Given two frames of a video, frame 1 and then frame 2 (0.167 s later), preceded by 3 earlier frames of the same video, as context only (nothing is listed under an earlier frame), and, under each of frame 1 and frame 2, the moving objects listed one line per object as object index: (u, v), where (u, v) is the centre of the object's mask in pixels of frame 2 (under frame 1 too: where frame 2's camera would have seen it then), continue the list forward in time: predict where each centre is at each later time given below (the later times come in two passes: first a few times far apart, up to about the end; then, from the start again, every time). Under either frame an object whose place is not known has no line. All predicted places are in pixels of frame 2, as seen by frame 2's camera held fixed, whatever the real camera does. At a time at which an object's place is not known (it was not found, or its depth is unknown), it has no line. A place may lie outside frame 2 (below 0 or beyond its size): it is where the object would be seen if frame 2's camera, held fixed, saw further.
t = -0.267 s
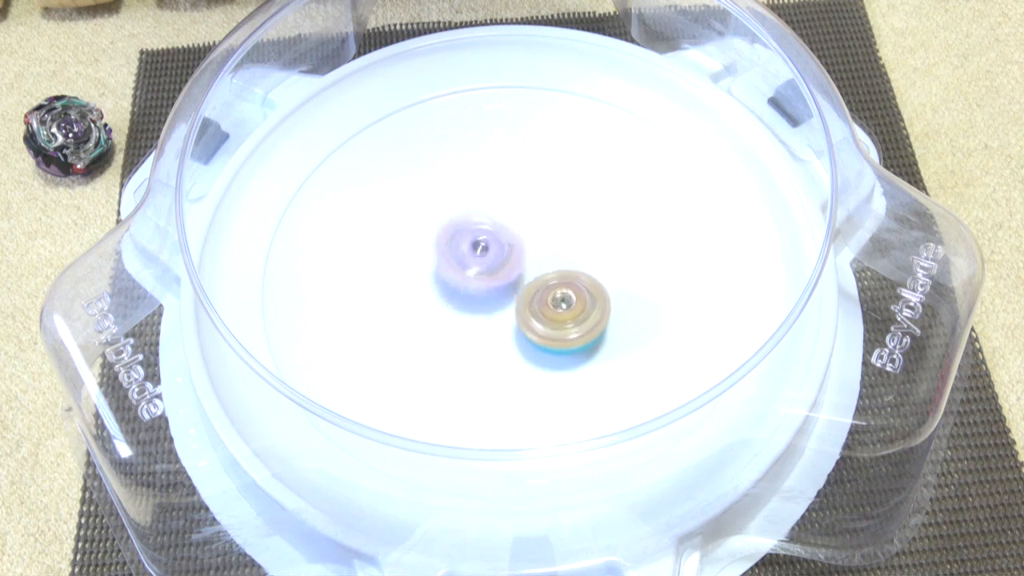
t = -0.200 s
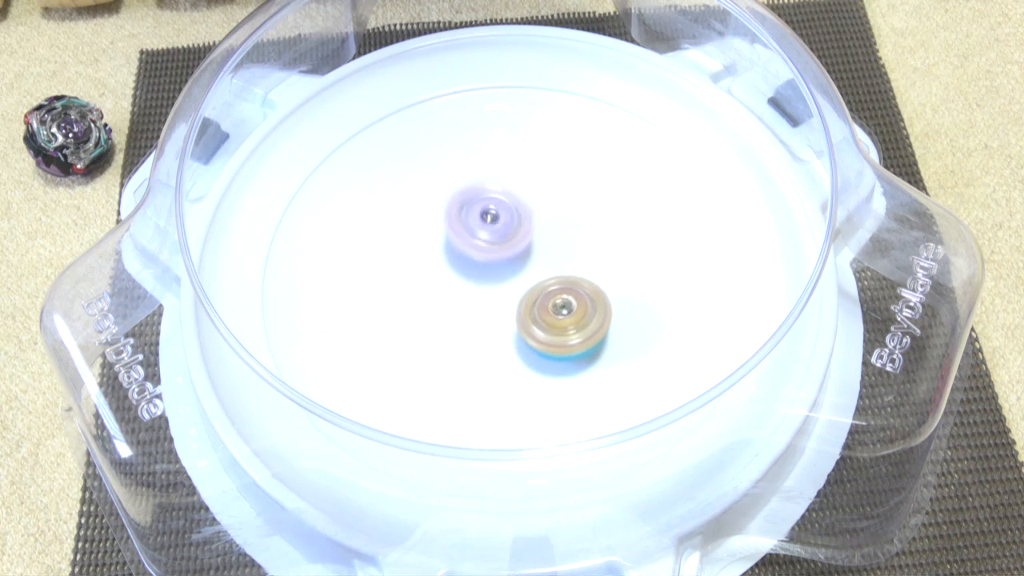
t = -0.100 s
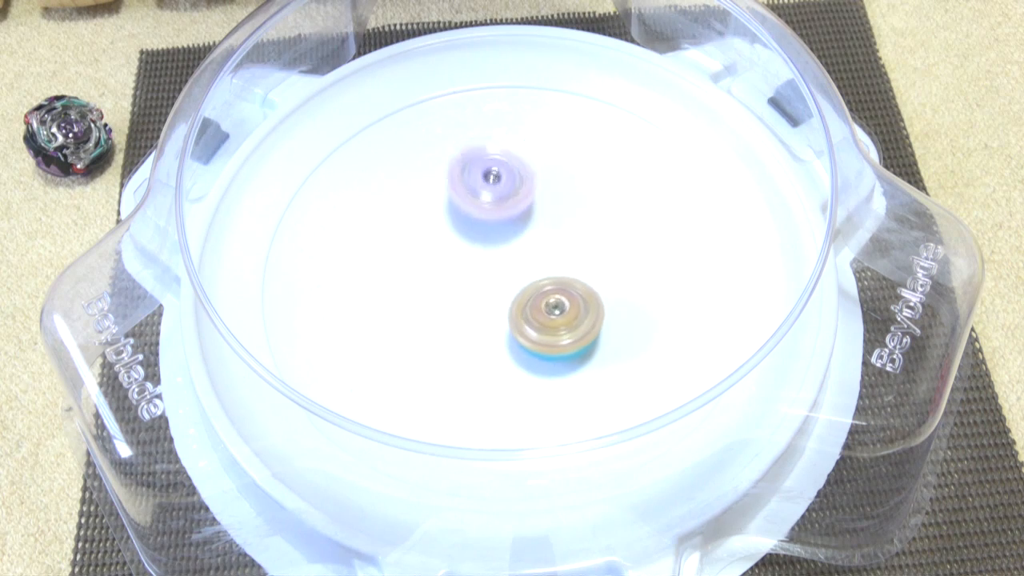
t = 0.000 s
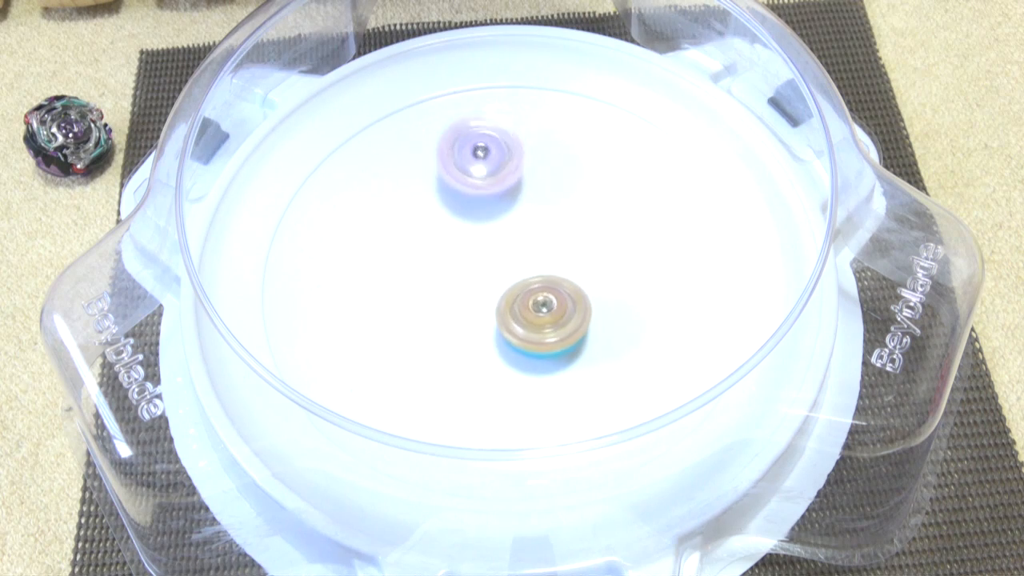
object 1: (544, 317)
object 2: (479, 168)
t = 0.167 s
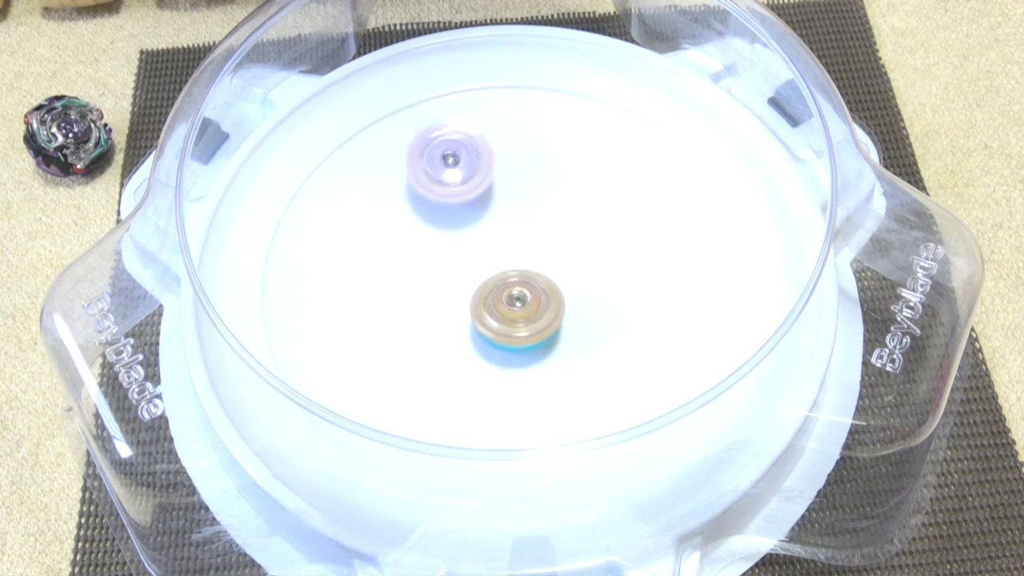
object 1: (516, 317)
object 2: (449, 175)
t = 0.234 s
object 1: (505, 313)
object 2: (449, 197)
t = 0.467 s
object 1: (463, 388)
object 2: (520, 162)
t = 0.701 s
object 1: (486, 394)
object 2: (542, 132)
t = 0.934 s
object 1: (502, 346)
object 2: (553, 205)
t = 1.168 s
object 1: (486, 294)
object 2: (616, 280)
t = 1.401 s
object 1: (478, 249)
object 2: (652, 304)
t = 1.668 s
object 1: (480, 217)
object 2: (571, 316)
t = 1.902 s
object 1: (496, 208)
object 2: (469, 328)
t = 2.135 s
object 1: (520, 221)
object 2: (410, 340)
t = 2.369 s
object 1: (543, 250)
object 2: (439, 310)
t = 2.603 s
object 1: (594, 285)
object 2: (404, 240)
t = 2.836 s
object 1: (595, 307)
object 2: (376, 226)
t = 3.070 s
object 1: (561, 315)
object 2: (437, 257)
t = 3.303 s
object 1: (533, 345)
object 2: (509, 214)
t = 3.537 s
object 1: (503, 335)
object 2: (538, 182)
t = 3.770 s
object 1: (475, 305)
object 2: (549, 221)
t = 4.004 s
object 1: (460, 269)
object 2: (576, 287)
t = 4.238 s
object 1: (469, 234)
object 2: (606, 330)
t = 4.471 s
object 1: (500, 219)
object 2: (568, 321)
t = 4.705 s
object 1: (536, 228)
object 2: (485, 302)
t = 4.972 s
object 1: (562, 259)
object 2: (418, 286)
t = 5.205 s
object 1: (560, 292)
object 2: (430, 262)
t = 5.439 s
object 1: (534, 315)
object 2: (480, 245)
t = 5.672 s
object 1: (496, 317)
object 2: (531, 235)
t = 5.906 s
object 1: (465, 300)
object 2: (566, 248)
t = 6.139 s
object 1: (458, 270)
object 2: (570, 281)
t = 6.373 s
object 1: (476, 244)
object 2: (545, 303)
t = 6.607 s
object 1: (512, 233)
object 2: (506, 315)
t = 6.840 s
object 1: (547, 243)
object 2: (471, 306)
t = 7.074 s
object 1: (563, 267)
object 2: (460, 279)
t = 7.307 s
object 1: (555, 295)
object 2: (473, 257)
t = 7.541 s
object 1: (525, 310)
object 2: (501, 235)
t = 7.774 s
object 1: (488, 305)
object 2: (533, 235)
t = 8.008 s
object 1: (447, 289)
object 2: (577, 246)
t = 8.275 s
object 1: (446, 258)
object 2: (597, 263)
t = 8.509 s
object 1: (480, 241)
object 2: (554, 301)
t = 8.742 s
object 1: (516, 235)
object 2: (513, 342)
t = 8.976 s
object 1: (547, 254)
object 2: (477, 330)
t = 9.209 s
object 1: (564, 284)
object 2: (442, 297)
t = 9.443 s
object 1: (550, 306)
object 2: (419, 255)
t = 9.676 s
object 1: (514, 307)
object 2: (455, 236)
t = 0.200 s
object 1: (511, 315)
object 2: (448, 186)
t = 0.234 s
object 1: (505, 313)
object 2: (449, 197)
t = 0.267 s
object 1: (500, 312)
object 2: (454, 211)
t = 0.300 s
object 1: (495, 310)
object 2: (460, 223)
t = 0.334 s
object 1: (490, 315)
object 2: (470, 228)
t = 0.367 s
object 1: (480, 342)
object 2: (486, 210)
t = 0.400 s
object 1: (472, 362)
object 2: (499, 192)
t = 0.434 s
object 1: (466, 378)
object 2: (510, 176)
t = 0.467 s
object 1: (463, 388)
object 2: (520, 162)
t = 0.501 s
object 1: (463, 394)
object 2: (527, 150)
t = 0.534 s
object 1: (467, 398)
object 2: (533, 141)
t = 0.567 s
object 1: (470, 399)
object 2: (536, 136)
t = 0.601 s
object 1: (474, 399)
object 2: (538, 131)
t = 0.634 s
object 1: (478, 399)
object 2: (540, 129)
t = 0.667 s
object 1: (482, 397)
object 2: (541, 130)
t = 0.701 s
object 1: (486, 394)
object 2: (542, 132)
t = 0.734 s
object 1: (490, 390)
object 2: (542, 136)
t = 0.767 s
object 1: (493, 384)
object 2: (543, 143)
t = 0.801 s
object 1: (495, 377)
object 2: (544, 153)
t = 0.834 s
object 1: (497, 370)
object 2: (544, 164)
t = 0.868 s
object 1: (498, 362)
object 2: (546, 176)
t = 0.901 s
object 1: (500, 354)
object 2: (549, 191)
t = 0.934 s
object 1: (502, 346)
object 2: (553, 205)
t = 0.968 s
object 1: (504, 332)
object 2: (557, 219)
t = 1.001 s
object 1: (505, 323)
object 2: (562, 235)
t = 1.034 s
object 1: (505, 315)
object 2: (569, 248)
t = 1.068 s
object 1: (500, 310)
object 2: (580, 259)
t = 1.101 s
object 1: (492, 306)
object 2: (592, 267)
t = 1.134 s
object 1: (488, 300)
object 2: (605, 274)
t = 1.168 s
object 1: (486, 294)
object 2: (616, 280)
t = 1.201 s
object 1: (484, 287)
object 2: (626, 285)
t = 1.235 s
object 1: (482, 281)
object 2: (634, 289)
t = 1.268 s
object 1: (481, 275)
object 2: (641, 294)
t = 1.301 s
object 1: (480, 268)
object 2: (646, 297)
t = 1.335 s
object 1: (479, 262)
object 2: (650, 299)
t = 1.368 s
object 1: (478, 256)
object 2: (652, 302)
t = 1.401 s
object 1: (478, 249)
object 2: (652, 304)
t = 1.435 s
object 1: (477, 243)
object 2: (650, 305)
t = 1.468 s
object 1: (477, 238)
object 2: (645, 306)
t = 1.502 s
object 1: (477, 234)
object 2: (637, 306)
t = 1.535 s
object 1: (477, 229)
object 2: (627, 307)
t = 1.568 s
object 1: (477, 226)
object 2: (614, 309)
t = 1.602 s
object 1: (478, 222)
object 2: (600, 311)
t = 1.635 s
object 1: (478, 219)
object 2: (586, 314)
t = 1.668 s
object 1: (480, 217)
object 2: (571, 316)
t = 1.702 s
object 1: (481, 214)
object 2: (556, 319)
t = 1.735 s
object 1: (483, 212)
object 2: (540, 322)
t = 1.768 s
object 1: (485, 211)
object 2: (524, 326)
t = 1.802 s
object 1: (487, 209)
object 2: (509, 329)
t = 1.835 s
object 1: (490, 208)
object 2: (494, 332)
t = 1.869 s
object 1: (493, 209)
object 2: (481, 335)
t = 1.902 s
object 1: (496, 208)
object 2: (469, 328)
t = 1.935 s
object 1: (499, 210)
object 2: (456, 330)
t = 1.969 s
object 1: (502, 211)
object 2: (446, 332)
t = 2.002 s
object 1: (506, 212)
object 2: (436, 335)
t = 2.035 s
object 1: (510, 214)
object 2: (427, 336)
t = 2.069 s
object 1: (513, 216)
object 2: (420, 338)
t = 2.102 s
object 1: (516, 218)
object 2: (414, 339)
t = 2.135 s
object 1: (520, 221)
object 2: (410, 340)
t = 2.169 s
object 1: (523, 225)
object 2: (409, 340)
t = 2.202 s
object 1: (527, 228)
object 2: (410, 338)
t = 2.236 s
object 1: (531, 232)
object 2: (414, 336)
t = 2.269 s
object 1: (534, 236)
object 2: (419, 331)
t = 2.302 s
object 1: (538, 241)
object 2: (425, 327)
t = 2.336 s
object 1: (541, 245)
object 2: (432, 318)
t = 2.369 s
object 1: (543, 250)
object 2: (439, 310)
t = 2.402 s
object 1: (546, 254)
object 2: (447, 299)
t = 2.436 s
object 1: (549, 260)
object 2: (453, 290)
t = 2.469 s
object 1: (554, 265)
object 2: (454, 286)
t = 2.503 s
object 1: (570, 271)
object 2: (441, 264)
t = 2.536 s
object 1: (584, 276)
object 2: (428, 261)
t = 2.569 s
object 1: (591, 281)
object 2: (416, 249)
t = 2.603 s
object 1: (594, 285)
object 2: (404, 240)
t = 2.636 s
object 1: (597, 289)
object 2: (396, 233)
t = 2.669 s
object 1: (599, 293)
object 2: (388, 228)
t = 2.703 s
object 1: (600, 296)
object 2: (382, 226)
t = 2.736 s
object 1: (600, 299)
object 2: (379, 225)
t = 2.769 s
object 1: (599, 302)
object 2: (377, 224)
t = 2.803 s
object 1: (598, 305)
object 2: (376, 225)
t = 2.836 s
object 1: (595, 307)
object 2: (376, 226)
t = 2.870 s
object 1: (592, 309)
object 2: (378, 230)
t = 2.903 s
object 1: (589, 310)
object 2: (383, 234)
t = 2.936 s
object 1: (584, 312)
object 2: (390, 238)
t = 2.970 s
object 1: (579, 313)
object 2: (399, 242)
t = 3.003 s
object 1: (574, 314)
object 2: (410, 247)
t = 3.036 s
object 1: (568, 315)
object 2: (422, 252)
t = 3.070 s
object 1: (561, 315)
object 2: (437, 257)
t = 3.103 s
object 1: (554, 315)
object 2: (452, 259)
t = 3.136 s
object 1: (547, 315)
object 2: (468, 260)
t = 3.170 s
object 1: (543, 320)
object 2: (481, 256)
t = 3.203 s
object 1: (543, 332)
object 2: (488, 244)
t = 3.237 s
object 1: (541, 340)
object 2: (494, 233)
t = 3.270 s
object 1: (537, 344)
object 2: (502, 222)
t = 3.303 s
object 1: (533, 345)
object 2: (509, 214)
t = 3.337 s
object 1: (529, 346)
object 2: (513, 206)
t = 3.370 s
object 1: (525, 345)
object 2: (518, 200)
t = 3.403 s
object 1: (521, 345)
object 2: (523, 194)
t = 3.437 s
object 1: (517, 343)
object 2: (529, 188)
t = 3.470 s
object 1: (512, 341)
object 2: (533, 184)
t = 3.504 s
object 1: (507, 339)
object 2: (536, 183)
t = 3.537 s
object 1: (503, 335)
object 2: (538, 182)
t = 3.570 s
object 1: (498, 332)
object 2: (539, 183)
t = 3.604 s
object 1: (493, 329)
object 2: (541, 186)
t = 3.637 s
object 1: (489, 324)
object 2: (542, 190)
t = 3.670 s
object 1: (484, 320)
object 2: (543, 195)
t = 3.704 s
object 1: (481, 315)
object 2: (544, 202)
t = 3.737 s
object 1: (478, 310)
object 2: (546, 212)
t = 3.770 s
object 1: (475, 305)
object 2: (549, 221)
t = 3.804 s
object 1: (472, 300)
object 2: (551, 230)
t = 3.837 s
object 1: (470, 294)
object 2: (552, 239)
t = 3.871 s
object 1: (469, 288)
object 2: (554, 251)
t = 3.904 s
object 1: (467, 283)
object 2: (557, 261)
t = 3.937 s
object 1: (463, 278)
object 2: (563, 270)
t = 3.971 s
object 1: (460, 274)
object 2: (570, 278)
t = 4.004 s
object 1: (460, 269)
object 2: (576, 287)
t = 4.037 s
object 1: (460, 263)
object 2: (582, 296)
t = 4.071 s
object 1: (460, 258)
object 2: (588, 303)
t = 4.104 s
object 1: (461, 253)
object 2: (594, 309)
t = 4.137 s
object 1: (462, 247)
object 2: (597, 315)
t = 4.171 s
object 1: (464, 243)
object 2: (600, 322)
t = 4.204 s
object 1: (467, 237)
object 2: (603, 327)
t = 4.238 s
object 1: (469, 234)
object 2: (606, 330)
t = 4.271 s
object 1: (473, 230)
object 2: (605, 332)
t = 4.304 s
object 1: (476, 227)
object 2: (602, 334)
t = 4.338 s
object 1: (480, 224)
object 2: (600, 326)
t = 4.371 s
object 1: (485, 222)
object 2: (595, 326)
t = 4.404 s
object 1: (490, 221)
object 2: (588, 324)
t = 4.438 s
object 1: (495, 220)
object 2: (579, 323)
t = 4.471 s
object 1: (500, 219)
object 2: (568, 321)
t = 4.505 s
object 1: (505, 219)
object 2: (557, 320)
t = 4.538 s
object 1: (510, 220)
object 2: (546, 317)
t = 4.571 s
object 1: (515, 220)
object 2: (533, 313)
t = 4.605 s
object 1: (520, 221)
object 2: (520, 310)
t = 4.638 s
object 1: (526, 223)
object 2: (509, 308)
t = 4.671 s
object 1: (531, 225)
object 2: (498, 306)
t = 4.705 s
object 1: (536, 228)
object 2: (485, 302)
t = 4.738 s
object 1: (541, 231)
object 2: (473, 302)
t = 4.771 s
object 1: (544, 234)
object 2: (462, 302)
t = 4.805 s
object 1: (548, 238)
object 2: (452, 298)
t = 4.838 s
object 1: (551, 242)
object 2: (442, 295)
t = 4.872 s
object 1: (554, 246)
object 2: (434, 294)
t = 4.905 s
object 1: (557, 250)
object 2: (427, 293)
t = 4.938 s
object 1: (560, 255)
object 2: (423, 289)
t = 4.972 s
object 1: (562, 259)
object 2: (418, 286)
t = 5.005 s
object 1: (564, 264)
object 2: (415, 284)
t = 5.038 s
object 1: (564, 269)
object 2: (414, 282)
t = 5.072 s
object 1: (564, 274)
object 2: (415, 277)
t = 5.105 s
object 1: (564, 278)
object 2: (417, 273)
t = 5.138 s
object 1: (563, 283)
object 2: (419, 270)
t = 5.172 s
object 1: (562, 287)
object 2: (424, 267)
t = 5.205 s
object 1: (560, 292)
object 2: (430, 262)
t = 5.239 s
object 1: (558, 296)
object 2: (435, 258)
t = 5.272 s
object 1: (555, 300)
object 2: (441, 263)
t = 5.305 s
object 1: (552, 303)
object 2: (449, 260)
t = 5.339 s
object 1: (548, 307)
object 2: (457, 255)
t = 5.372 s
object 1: (544, 310)
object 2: (464, 252)
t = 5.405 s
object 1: (539, 313)
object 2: (471, 250)
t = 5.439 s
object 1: (534, 315)
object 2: (480, 245)
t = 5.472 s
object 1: (529, 316)
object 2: (487, 241)
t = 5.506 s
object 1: (523, 318)
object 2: (494, 238)
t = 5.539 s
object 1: (518, 319)
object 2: (502, 237)
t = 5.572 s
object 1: (512, 319)
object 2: (510, 234)
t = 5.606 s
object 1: (507, 319)
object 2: (517, 234)
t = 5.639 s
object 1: (502, 318)
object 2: (523, 235)
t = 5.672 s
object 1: (496, 317)
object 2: (531, 235)
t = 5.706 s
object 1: (491, 316)
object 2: (537, 235)
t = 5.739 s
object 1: (485, 314)
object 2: (543, 236)
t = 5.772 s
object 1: (480, 312)
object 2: (548, 238)
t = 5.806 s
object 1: (476, 310)
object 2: (555, 239)
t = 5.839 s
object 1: (472, 307)
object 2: (559, 241)
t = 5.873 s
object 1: (468, 304)
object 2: (562, 244)
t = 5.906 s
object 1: (465, 300)
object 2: (566, 248)
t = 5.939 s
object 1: (462, 296)
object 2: (569, 251)
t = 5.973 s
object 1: (460, 292)
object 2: (570, 255)
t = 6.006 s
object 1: (459, 288)
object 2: (571, 261)
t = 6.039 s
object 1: (457, 283)
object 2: (573, 265)
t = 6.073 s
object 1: (457, 279)
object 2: (572, 270)
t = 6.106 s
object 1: (457, 275)
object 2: (570, 276)
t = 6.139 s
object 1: (458, 270)
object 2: (570, 281)
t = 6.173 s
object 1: (459, 266)
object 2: (568, 285)
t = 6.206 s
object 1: (461, 261)
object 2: (565, 290)
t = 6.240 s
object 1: (463, 257)
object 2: (561, 296)
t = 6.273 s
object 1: (465, 254)
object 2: (558, 300)
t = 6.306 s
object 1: (469, 250)
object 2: (554, 304)
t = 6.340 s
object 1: (472, 247)
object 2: (548, 308)
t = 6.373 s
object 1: (476, 244)
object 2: (545, 303)
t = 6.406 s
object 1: (480, 241)
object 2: (540, 306)
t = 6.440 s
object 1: (484, 238)
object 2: (533, 309)
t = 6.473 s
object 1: (489, 236)
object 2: (528, 312)
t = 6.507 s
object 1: (495, 235)
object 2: (523, 314)
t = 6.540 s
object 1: (500, 234)
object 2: (516, 314)
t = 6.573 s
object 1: (506, 233)
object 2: (510, 315)
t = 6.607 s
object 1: (512, 233)
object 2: (506, 315)
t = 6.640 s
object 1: (517, 233)
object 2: (499, 314)
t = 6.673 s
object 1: (523, 234)
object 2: (493, 314)
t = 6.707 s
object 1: (528, 235)
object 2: (490, 314)
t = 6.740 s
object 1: (533, 236)
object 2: (484, 312)
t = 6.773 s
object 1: (538, 238)
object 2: (479, 311)
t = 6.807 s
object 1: (543, 240)
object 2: (475, 310)
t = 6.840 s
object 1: (547, 243)
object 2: (471, 306)
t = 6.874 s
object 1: (550, 245)
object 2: (467, 304)
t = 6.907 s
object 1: (553, 249)
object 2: (465, 302)
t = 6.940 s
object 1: (556, 252)
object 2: (463, 297)
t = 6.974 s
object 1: (559, 256)
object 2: (461, 292)
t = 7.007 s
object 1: (560, 259)
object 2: (460, 289)
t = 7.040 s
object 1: (562, 263)
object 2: (461, 284)
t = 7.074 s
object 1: (563, 267)
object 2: (460, 279)
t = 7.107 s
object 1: (563, 271)
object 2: (461, 275)
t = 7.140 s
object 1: (563, 275)
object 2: (463, 269)
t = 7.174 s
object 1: (562, 279)
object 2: (465, 265)
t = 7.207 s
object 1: (561, 284)
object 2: (467, 261)
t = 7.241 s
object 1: (560, 287)
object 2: (469, 256)
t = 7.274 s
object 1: (558, 291)
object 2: (471, 252)
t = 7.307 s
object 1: (555, 295)
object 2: (473, 257)
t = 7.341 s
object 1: (552, 298)
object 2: (476, 251)
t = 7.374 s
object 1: (548, 301)
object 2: (479, 248)
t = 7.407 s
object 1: (544, 304)
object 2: (482, 246)
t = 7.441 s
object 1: (540, 306)
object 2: (487, 242)
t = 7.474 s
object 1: (535, 308)
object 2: (490, 240)
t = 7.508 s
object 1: (530, 309)
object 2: (495, 238)
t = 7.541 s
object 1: (525, 310)
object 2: (501, 235)
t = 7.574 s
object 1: (520, 311)
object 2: (506, 234)
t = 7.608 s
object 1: (514, 312)
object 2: (511, 233)
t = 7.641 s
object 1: (509, 311)
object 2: (517, 231)
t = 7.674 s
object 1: (503, 310)
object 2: (521, 231)
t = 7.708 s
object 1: (498, 309)
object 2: (526, 233)
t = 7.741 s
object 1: (493, 307)
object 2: (530, 233)
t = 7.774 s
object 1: (488, 305)
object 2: (533, 235)
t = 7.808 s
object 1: (484, 303)
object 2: (538, 237)
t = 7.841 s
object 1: (480, 300)
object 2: (541, 239)
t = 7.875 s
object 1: (477, 297)
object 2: (542, 243)
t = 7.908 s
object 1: (472, 294)
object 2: (546, 247)
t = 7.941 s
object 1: (460, 294)
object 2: (557, 247)
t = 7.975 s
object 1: (451, 292)
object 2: (569, 248)
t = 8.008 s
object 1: (447, 289)
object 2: (577, 246)
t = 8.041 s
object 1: (444, 285)
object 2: (584, 247)
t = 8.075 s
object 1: (442, 281)
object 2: (592, 246)
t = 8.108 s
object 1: (441, 277)
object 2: (595, 247)
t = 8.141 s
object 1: (441, 274)
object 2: (599, 250)
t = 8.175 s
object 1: (441, 270)
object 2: (601, 251)
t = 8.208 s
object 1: (442, 266)
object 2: (600, 255)
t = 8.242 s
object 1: (444, 262)
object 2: (600, 259)
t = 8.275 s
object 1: (446, 258)
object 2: (597, 263)
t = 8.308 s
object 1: (449, 255)
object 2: (594, 269)
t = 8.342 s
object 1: (453, 252)
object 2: (589, 273)
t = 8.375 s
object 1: (457, 249)
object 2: (582, 280)
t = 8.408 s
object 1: (462, 247)
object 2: (578, 285)
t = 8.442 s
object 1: (468, 244)
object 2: (570, 290)
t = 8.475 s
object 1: (474, 242)
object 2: (563, 297)
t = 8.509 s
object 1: (480, 241)
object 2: (554, 301)
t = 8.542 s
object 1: (485, 239)
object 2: (546, 308)
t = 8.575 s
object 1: (489, 235)
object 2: (542, 316)
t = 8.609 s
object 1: (494, 234)
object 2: (535, 322)
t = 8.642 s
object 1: (500, 234)
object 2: (530, 328)
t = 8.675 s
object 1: (505, 234)
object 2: (523, 333)
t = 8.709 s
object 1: (511, 234)
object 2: (517, 339)
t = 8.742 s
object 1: (516, 235)
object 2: (513, 342)
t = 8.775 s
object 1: (521, 236)
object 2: (505, 346)
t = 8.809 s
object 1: (526, 238)
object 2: (502, 339)
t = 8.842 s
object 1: (531, 241)
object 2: (495, 338)
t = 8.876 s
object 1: (536, 244)
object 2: (490, 340)
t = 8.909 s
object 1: (540, 247)
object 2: (485, 336)
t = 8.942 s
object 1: (544, 250)
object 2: (480, 335)
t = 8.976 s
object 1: (547, 254)
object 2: (477, 330)
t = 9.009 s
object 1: (550, 258)
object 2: (471, 326)
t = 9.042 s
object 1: (552, 262)
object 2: (469, 322)
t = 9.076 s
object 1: (553, 267)
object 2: (464, 315)
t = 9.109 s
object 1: (554, 271)
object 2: (463, 310)
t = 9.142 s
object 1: (555, 276)
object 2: (461, 302)
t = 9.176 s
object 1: (561, 280)
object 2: (452, 295)
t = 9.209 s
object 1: (564, 284)
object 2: (442, 297)
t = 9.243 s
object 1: (564, 288)
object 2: (434, 292)
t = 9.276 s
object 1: (563, 292)
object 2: (430, 285)
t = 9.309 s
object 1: (562, 296)
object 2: (424, 278)
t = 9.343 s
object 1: (559, 299)
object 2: (422, 272)
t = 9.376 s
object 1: (557, 301)
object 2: (419, 265)
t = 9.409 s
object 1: (553, 304)
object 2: (419, 261)
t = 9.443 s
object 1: (550, 306)
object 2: (419, 255)
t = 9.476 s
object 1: (545, 308)
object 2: (420, 252)
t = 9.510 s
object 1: (540, 309)
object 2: (423, 245)
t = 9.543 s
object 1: (535, 310)
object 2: (426, 244)
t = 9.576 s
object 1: (529, 310)
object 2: (433, 240)
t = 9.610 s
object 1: (524, 310)
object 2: (438, 240)
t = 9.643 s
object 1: (518, 308)
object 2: (448, 237)
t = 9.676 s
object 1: (514, 307)
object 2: (455, 236)
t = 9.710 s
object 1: (509, 306)
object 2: (465, 233)
